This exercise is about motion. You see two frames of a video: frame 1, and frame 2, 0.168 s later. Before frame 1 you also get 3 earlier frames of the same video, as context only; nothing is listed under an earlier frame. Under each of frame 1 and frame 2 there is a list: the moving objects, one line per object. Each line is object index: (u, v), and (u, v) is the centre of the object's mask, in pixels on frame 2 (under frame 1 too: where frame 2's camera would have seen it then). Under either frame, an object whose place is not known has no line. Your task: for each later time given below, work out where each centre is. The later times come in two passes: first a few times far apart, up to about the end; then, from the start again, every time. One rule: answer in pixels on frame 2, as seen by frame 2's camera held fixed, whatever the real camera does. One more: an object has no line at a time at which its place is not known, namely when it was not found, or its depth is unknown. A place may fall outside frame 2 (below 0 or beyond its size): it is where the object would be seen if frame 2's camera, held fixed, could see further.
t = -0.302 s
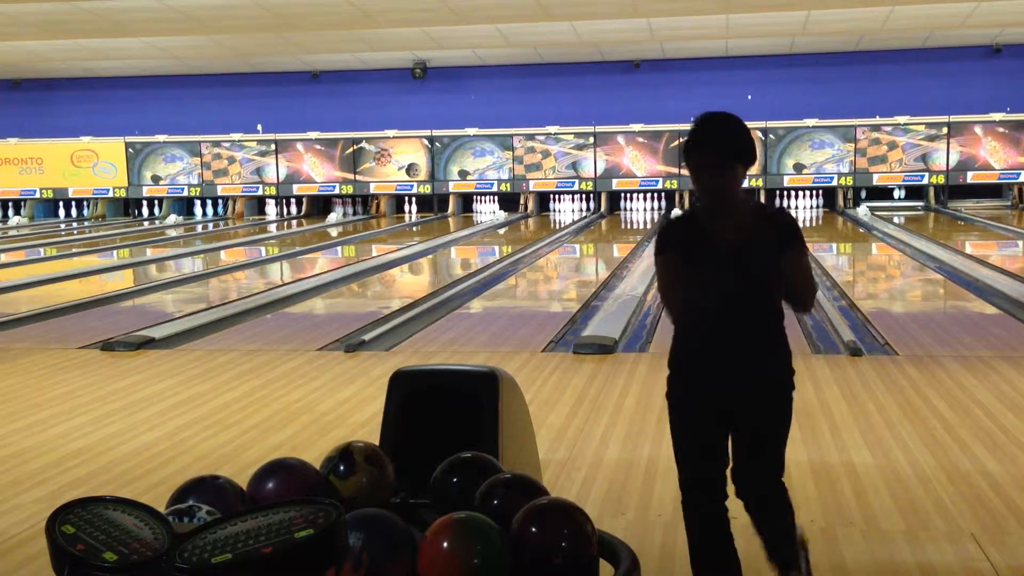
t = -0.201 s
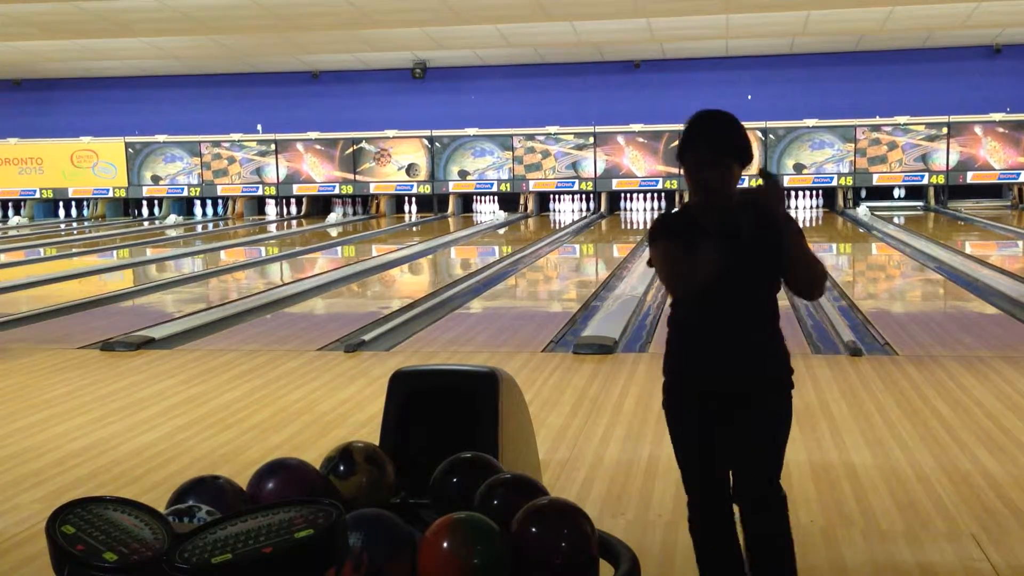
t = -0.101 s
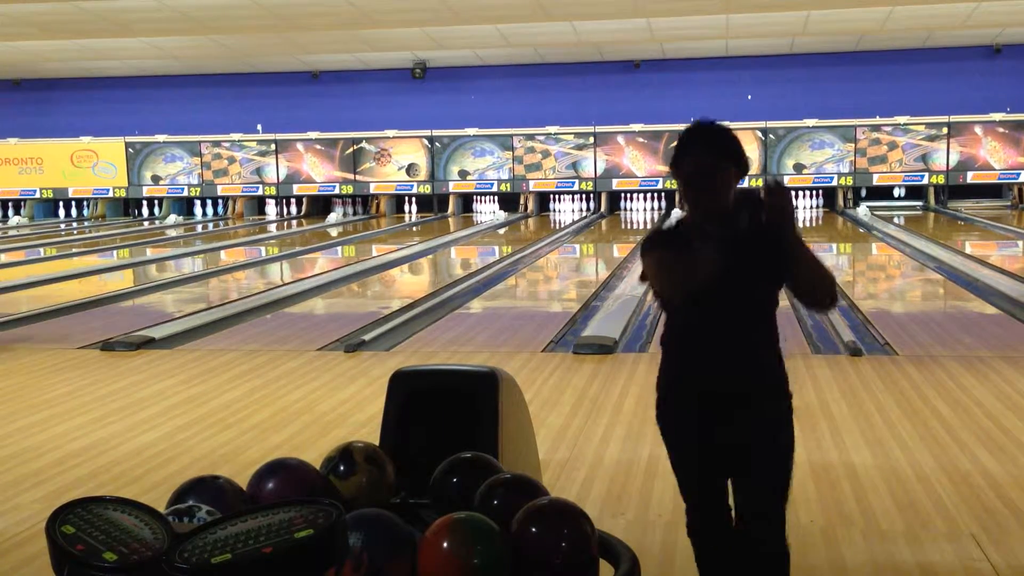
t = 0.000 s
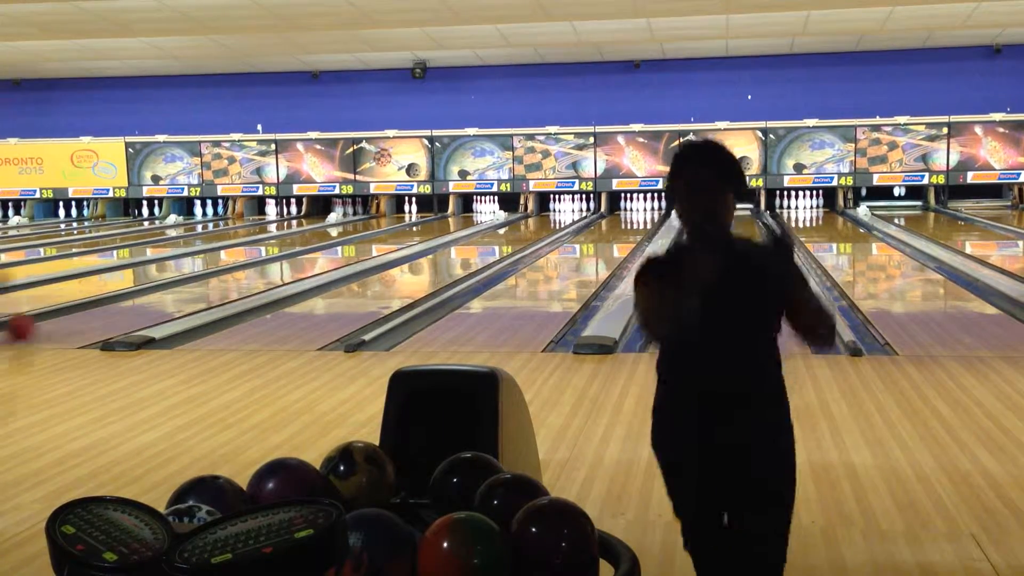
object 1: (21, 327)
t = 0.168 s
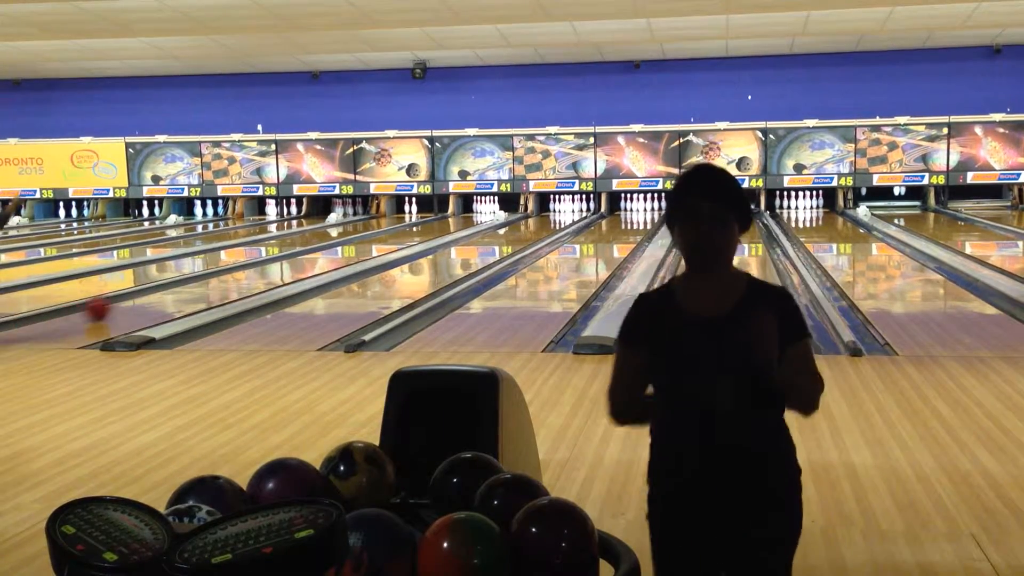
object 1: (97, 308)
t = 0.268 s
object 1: (135, 298)
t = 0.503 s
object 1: (206, 278)
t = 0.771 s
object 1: (267, 262)
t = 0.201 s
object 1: (110, 305)
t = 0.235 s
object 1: (123, 301)
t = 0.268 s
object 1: (135, 298)
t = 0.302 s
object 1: (147, 294)
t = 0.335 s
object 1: (158, 292)
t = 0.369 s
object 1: (168, 288)
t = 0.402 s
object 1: (178, 286)
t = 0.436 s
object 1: (188, 283)
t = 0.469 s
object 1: (198, 281)
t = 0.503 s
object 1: (206, 278)
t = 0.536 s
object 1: (215, 275)
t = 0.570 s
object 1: (223, 273)
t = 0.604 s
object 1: (231, 271)
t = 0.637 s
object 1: (239, 269)
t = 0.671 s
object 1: (247, 267)
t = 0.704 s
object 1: (254, 265)
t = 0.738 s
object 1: (261, 263)
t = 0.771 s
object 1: (267, 262)
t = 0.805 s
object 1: (274, 260)
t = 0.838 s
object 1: (280, 258)
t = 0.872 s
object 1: (286, 256)
